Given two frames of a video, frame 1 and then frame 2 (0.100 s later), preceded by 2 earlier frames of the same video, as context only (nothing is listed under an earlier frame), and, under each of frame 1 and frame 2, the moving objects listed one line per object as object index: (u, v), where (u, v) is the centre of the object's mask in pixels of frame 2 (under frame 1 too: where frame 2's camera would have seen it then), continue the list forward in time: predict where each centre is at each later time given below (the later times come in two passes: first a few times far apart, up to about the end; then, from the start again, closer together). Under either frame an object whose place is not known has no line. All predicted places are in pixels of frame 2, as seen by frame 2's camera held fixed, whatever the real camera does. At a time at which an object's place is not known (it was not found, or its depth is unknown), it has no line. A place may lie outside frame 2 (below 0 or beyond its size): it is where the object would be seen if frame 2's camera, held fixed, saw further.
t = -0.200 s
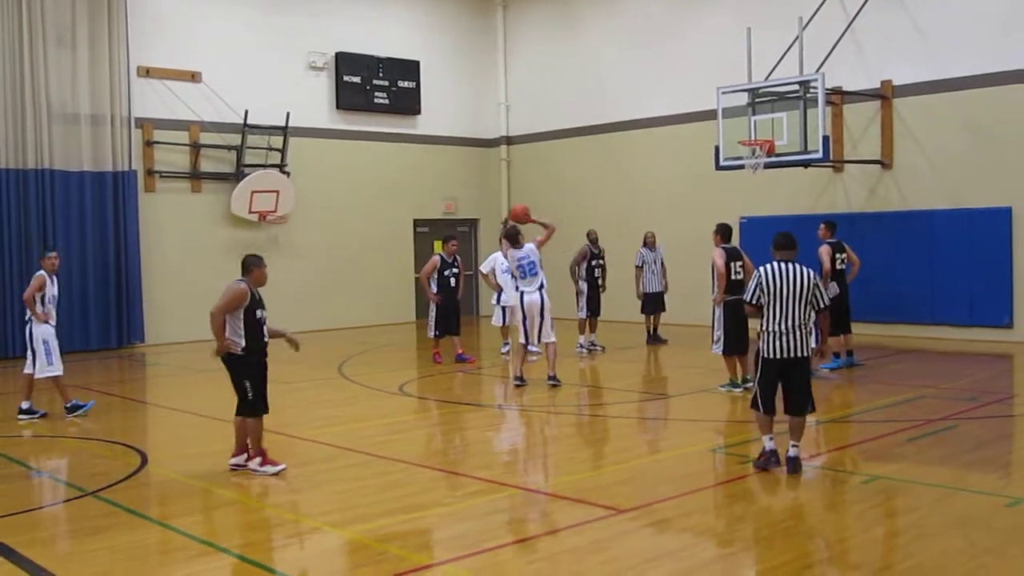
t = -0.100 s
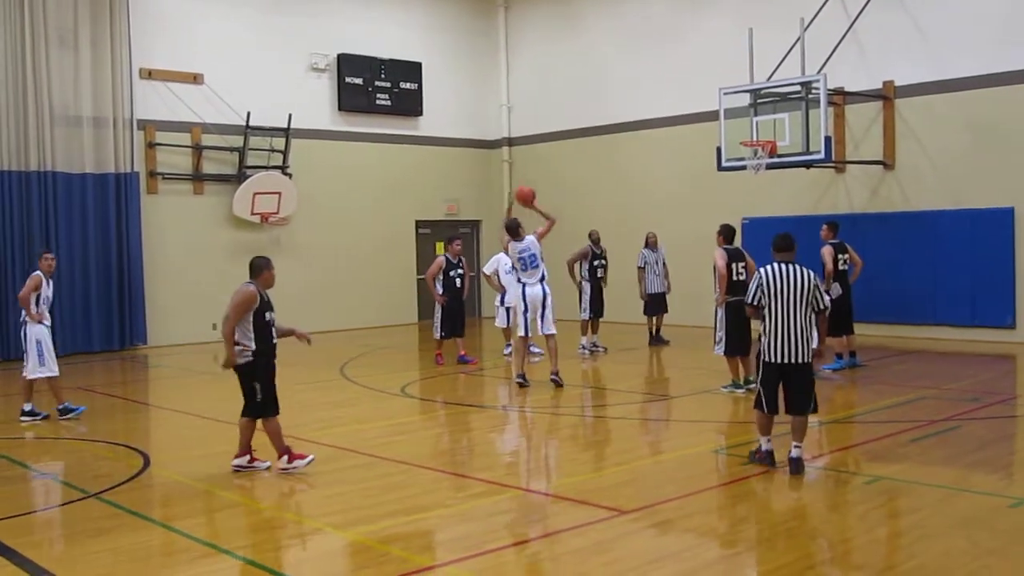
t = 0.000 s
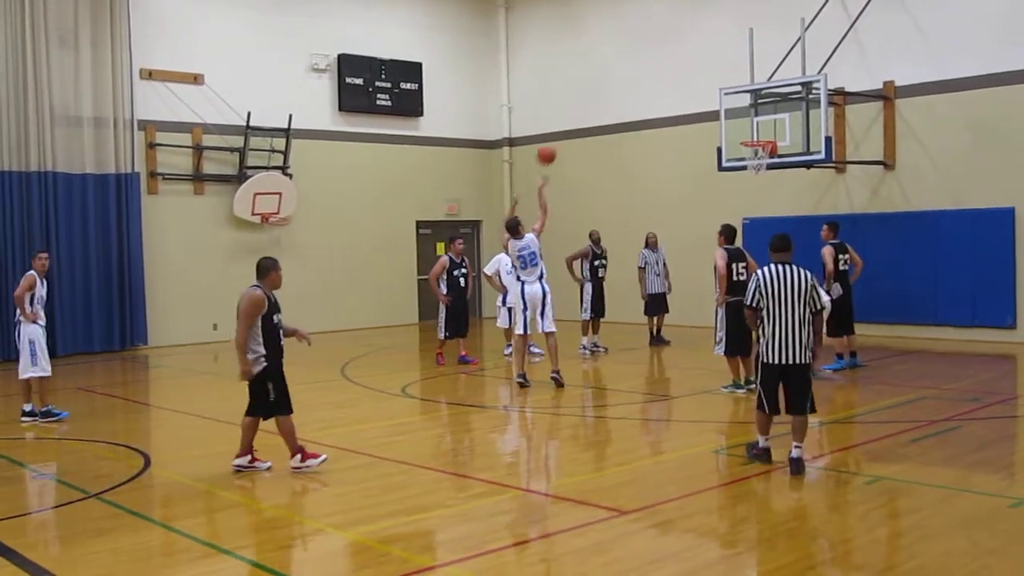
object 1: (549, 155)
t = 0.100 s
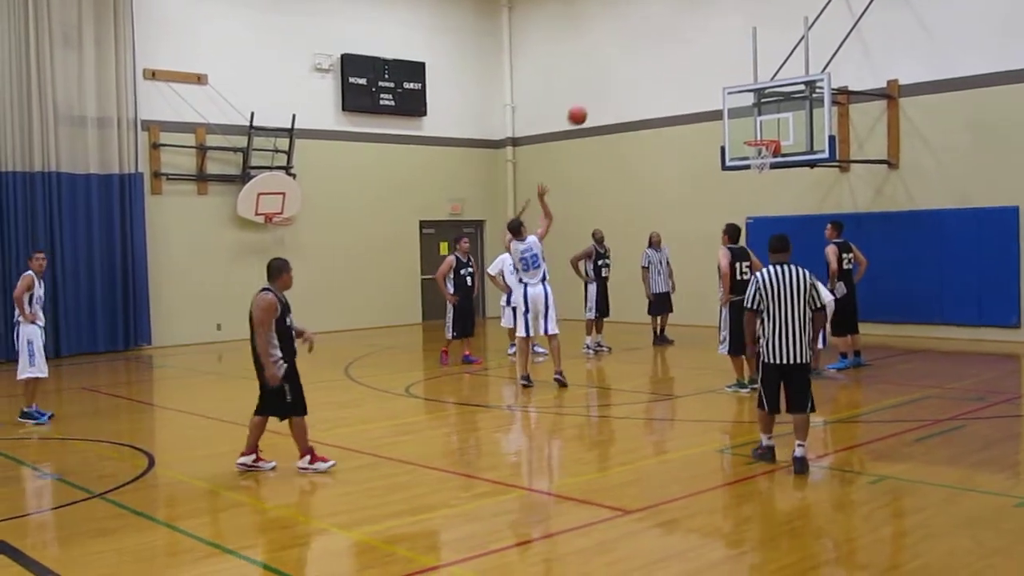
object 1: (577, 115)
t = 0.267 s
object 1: (620, 74)
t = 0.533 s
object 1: (683, 56)
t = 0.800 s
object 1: (739, 89)
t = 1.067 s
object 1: (782, 116)
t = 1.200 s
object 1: (787, 99)
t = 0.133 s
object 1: (586, 105)
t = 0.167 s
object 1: (595, 96)
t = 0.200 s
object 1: (603, 87)
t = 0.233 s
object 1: (612, 80)
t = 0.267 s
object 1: (620, 74)
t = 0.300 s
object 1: (629, 68)
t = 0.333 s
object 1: (637, 64)
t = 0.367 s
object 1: (645, 61)
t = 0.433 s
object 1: (660, 56)
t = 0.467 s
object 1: (668, 55)
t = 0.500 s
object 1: (675, 55)
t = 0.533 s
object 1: (683, 56)
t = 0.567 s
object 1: (690, 57)
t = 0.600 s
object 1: (697, 60)
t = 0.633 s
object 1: (705, 63)
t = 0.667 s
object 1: (712, 67)
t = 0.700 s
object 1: (719, 71)
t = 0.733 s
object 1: (725, 76)
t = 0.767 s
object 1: (732, 82)
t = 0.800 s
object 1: (739, 89)
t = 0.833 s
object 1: (745, 96)
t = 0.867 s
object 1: (752, 104)
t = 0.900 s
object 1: (759, 112)
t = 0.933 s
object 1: (765, 122)
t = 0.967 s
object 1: (771, 132)
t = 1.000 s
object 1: (775, 128)
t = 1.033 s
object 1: (778, 121)
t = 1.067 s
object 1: (782, 116)
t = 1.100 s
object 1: (785, 110)
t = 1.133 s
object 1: (788, 106)
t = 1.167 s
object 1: (788, 102)
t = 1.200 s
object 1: (787, 99)
